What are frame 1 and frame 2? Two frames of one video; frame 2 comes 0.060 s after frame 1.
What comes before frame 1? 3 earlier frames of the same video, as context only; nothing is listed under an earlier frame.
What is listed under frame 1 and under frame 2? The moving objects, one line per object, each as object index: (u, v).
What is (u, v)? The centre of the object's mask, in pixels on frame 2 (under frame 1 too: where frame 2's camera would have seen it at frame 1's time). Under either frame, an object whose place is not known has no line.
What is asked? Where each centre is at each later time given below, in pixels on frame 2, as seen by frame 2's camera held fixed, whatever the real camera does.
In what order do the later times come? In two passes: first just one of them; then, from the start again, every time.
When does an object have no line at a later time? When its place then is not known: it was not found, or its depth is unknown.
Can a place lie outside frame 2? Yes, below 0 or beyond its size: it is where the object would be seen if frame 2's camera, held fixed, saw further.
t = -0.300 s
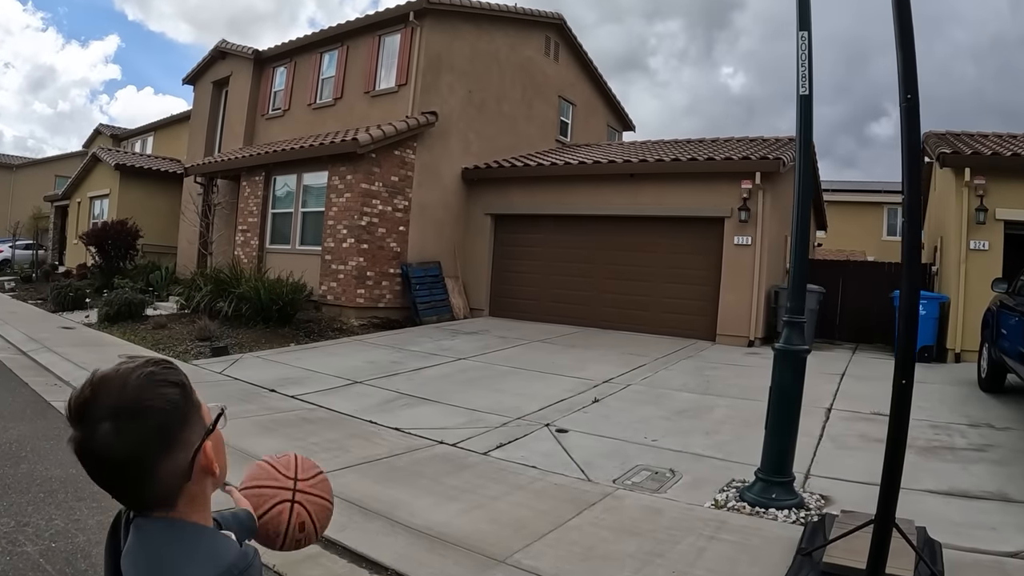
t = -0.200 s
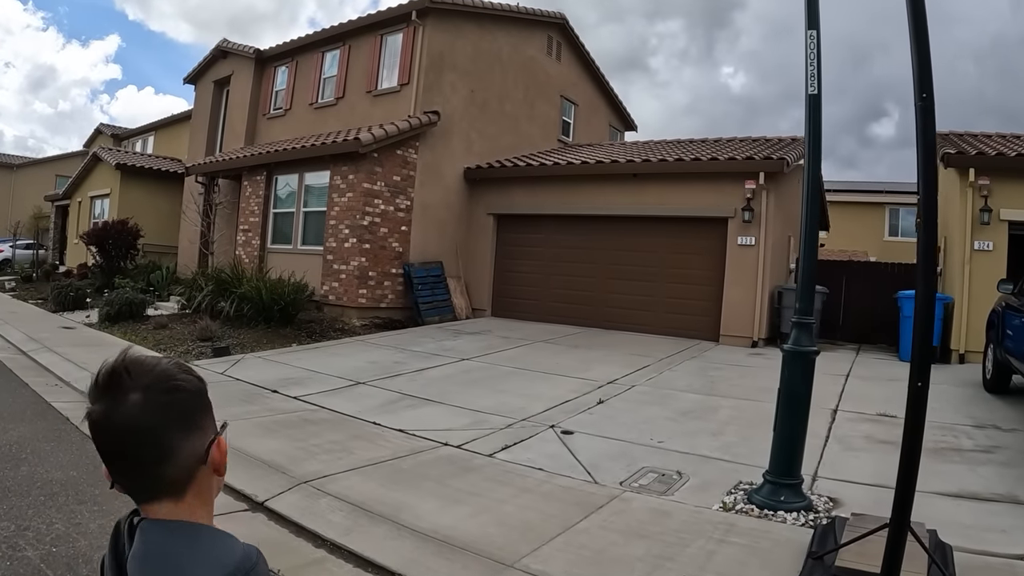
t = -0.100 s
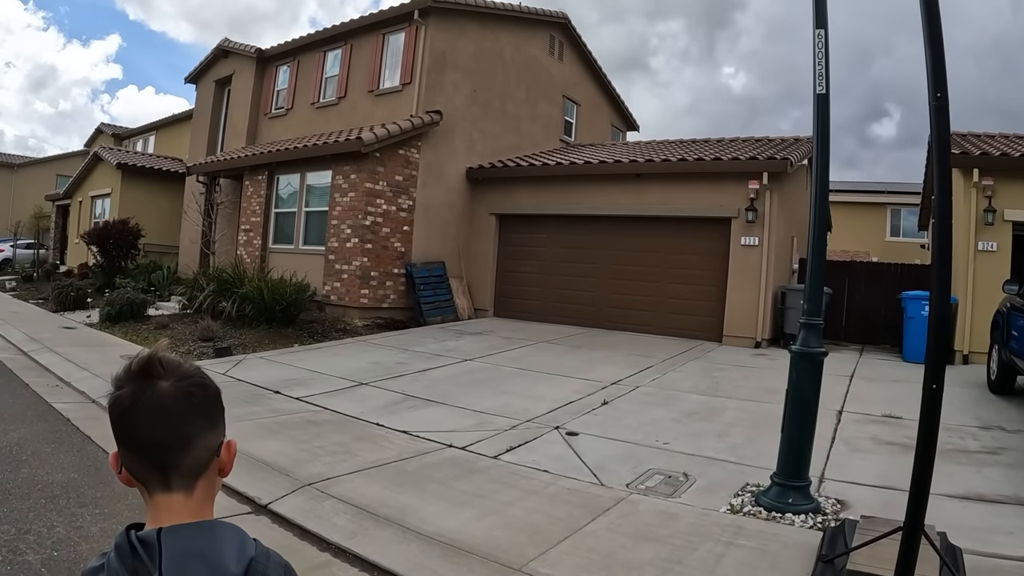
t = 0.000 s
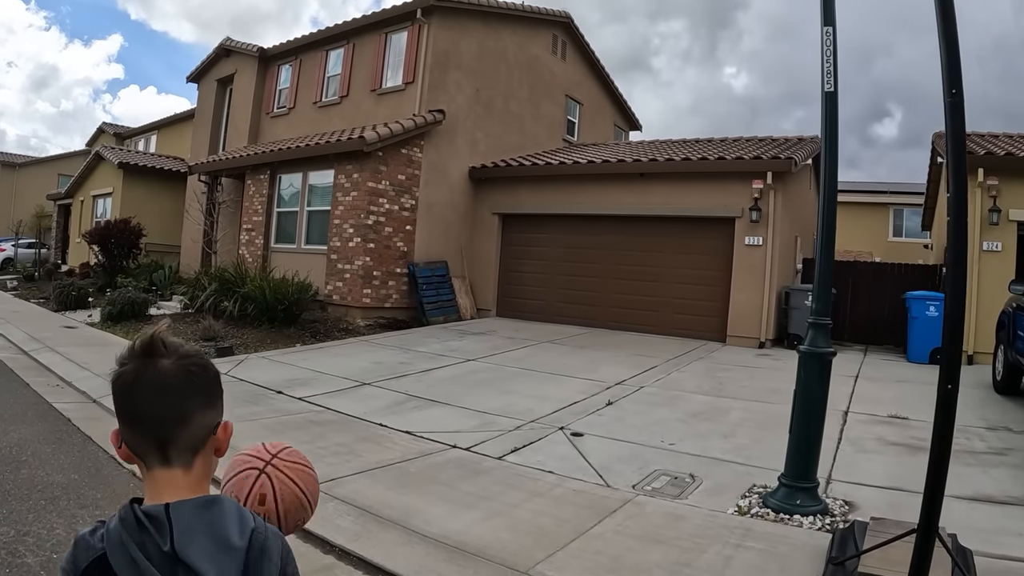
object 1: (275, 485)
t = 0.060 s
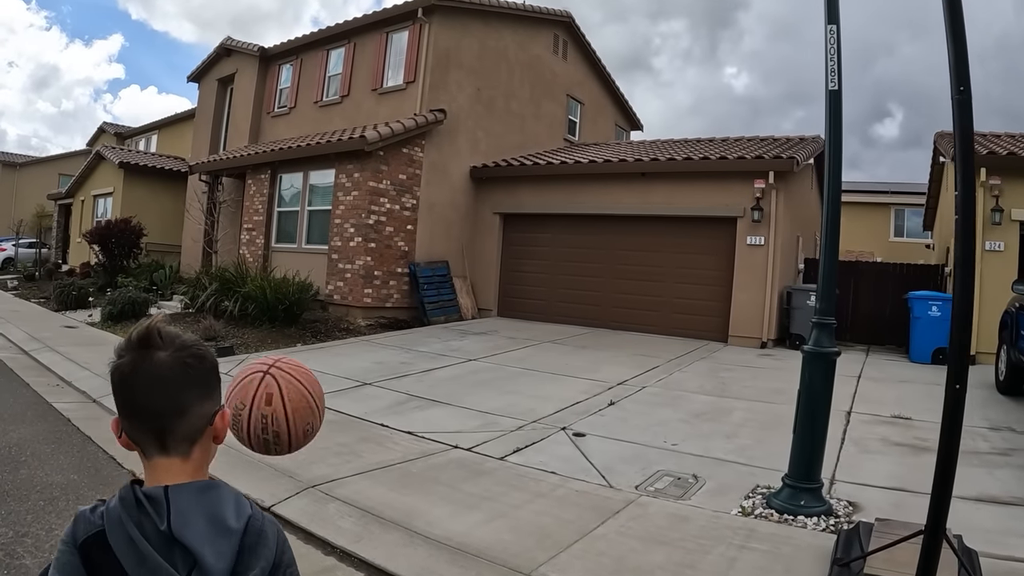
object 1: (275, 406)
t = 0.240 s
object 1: (288, 231)
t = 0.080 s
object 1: (276, 380)
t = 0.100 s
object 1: (278, 356)
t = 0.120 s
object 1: (279, 333)
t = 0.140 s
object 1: (281, 312)
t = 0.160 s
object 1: (283, 291)
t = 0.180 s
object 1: (284, 274)
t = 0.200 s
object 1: (285, 258)
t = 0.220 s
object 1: (287, 243)
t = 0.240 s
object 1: (288, 231)
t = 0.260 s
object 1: (289, 221)
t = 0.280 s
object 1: (290, 212)
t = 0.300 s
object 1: (292, 206)
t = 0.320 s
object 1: (292, 200)
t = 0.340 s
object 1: (293, 197)
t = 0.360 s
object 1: (293, 195)
